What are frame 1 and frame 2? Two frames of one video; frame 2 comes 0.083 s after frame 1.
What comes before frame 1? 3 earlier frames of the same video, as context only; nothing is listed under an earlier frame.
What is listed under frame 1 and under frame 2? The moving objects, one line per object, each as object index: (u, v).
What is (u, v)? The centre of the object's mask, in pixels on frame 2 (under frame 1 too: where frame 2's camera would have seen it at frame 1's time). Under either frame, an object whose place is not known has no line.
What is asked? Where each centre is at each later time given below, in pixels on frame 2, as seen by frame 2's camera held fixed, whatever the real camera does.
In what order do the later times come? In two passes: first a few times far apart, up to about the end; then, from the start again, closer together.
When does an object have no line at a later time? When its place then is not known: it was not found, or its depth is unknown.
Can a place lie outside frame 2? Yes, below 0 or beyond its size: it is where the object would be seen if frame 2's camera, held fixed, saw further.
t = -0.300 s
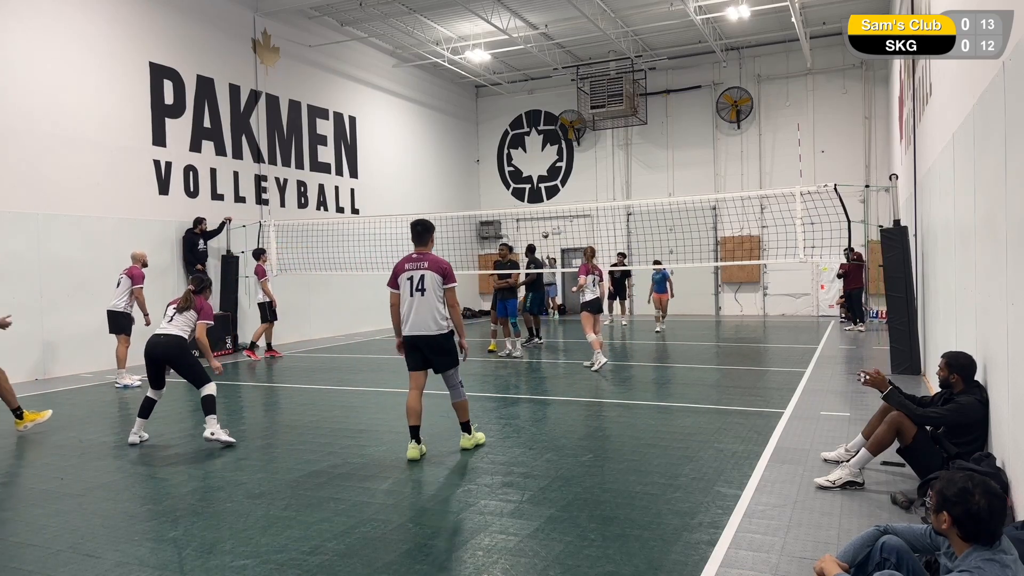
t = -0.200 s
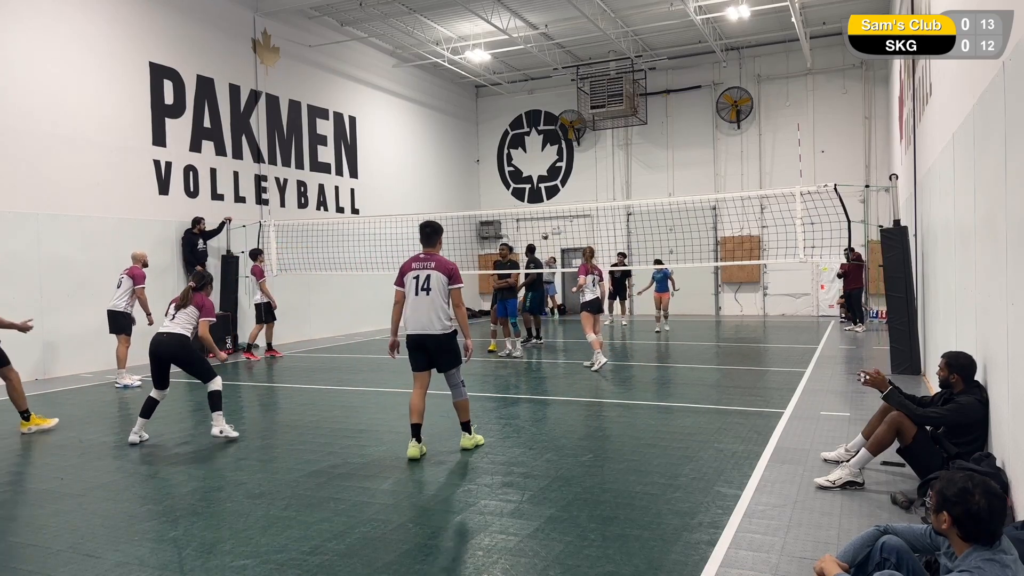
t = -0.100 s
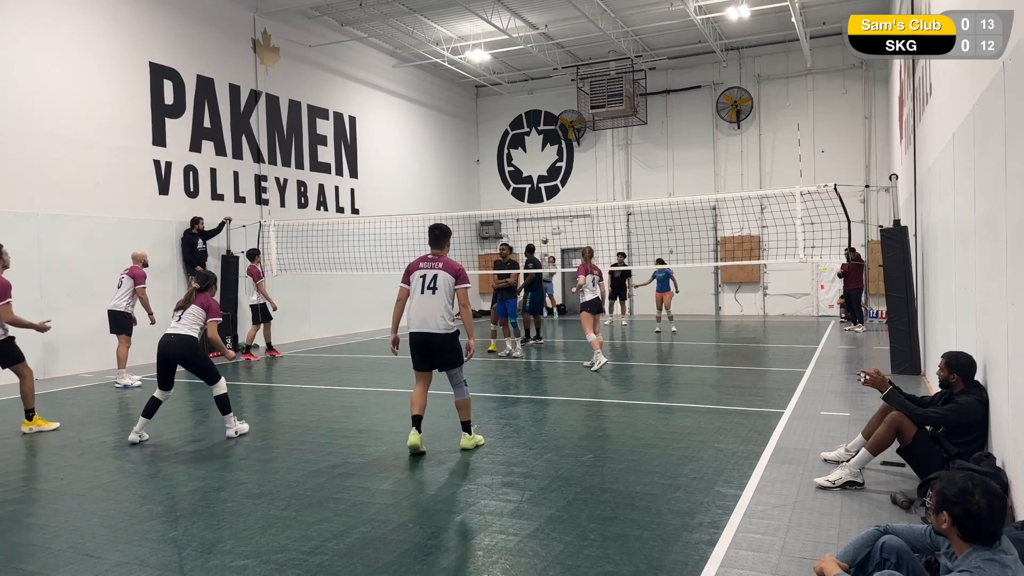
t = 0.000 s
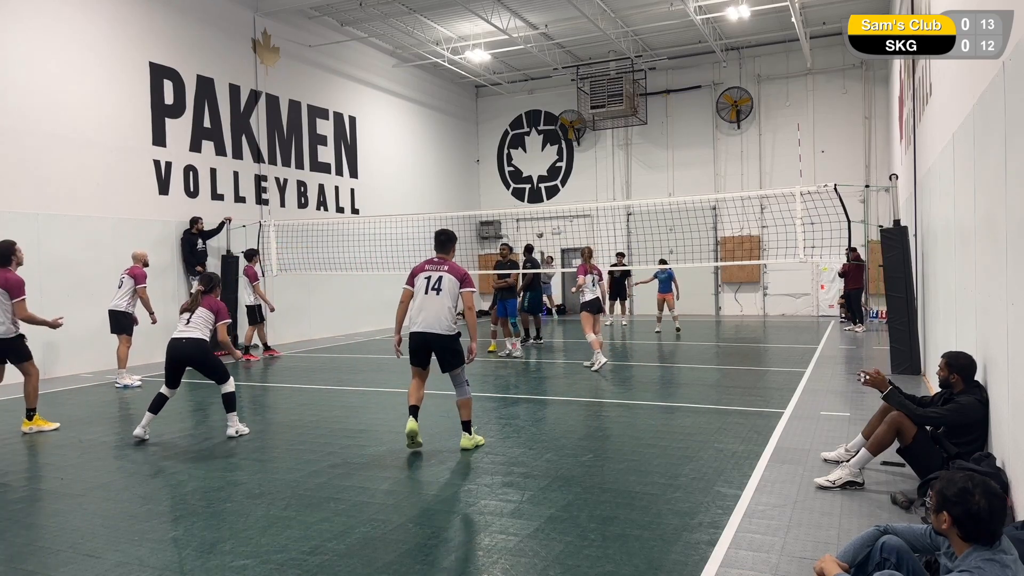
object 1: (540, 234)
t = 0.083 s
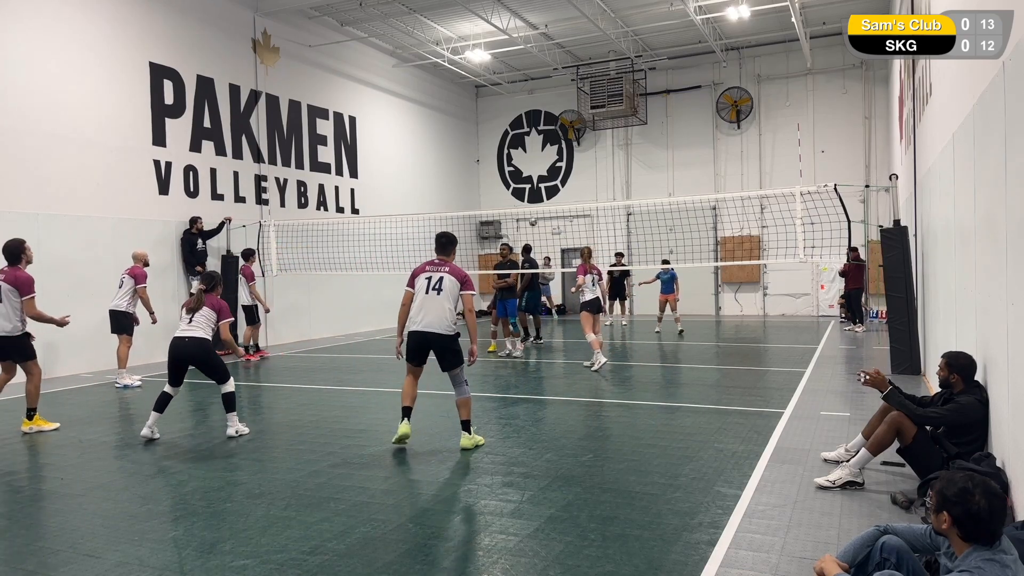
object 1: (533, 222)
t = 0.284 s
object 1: (515, 198)
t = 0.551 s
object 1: (487, 182)
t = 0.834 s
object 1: (429, 216)
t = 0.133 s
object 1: (529, 215)
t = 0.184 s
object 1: (524, 209)
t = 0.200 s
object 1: (522, 205)
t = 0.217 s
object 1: (521, 204)
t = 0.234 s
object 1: (519, 203)
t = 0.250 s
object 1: (518, 201)
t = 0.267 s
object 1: (516, 200)
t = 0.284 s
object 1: (515, 198)
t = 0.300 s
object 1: (513, 196)
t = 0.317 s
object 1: (512, 195)
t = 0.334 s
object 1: (511, 193)
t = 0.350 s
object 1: (509, 191)
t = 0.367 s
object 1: (507, 190)
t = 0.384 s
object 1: (506, 189)
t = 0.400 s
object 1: (504, 188)
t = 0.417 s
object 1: (503, 186)
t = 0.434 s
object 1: (501, 185)
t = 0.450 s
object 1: (499, 185)
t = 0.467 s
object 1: (497, 184)
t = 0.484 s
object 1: (496, 183)
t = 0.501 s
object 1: (493, 183)
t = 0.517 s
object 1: (491, 182)
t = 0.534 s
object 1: (489, 182)
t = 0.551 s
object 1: (487, 182)
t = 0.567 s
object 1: (485, 182)
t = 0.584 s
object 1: (483, 182)
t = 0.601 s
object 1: (480, 183)
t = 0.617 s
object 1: (477, 183)
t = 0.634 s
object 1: (475, 184)
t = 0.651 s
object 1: (472, 185)
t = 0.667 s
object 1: (468, 186)
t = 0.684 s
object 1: (465, 187)
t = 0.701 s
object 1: (462, 189)
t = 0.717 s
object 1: (458, 191)
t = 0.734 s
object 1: (455, 194)
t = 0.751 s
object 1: (451, 196)
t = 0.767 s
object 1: (447, 199)
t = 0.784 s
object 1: (443, 203)
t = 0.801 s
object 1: (439, 206)
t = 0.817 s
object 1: (434, 211)
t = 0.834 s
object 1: (429, 216)
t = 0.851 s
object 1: (424, 222)
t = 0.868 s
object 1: (418, 229)
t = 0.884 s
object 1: (413, 235)
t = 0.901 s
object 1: (407, 242)
